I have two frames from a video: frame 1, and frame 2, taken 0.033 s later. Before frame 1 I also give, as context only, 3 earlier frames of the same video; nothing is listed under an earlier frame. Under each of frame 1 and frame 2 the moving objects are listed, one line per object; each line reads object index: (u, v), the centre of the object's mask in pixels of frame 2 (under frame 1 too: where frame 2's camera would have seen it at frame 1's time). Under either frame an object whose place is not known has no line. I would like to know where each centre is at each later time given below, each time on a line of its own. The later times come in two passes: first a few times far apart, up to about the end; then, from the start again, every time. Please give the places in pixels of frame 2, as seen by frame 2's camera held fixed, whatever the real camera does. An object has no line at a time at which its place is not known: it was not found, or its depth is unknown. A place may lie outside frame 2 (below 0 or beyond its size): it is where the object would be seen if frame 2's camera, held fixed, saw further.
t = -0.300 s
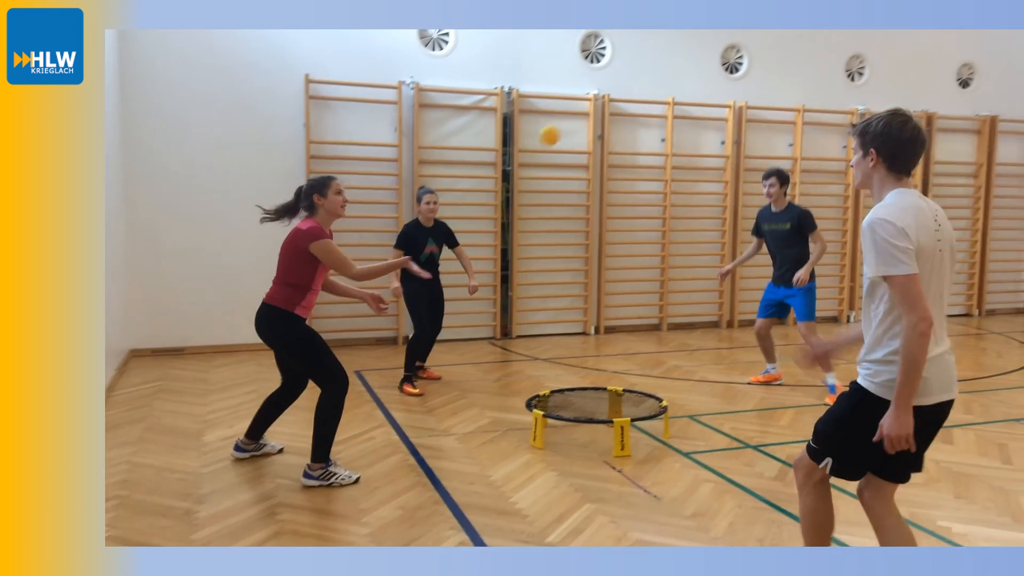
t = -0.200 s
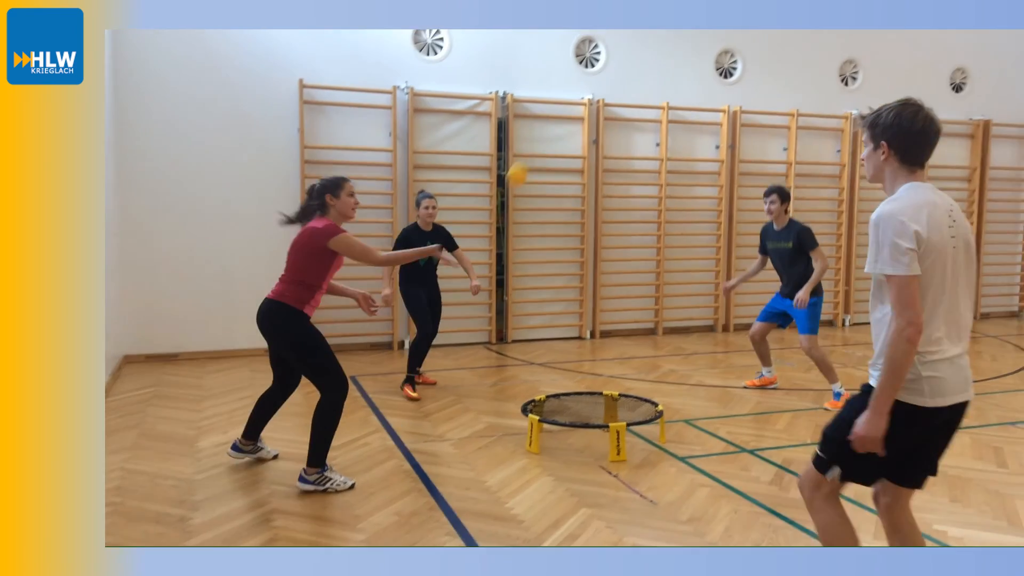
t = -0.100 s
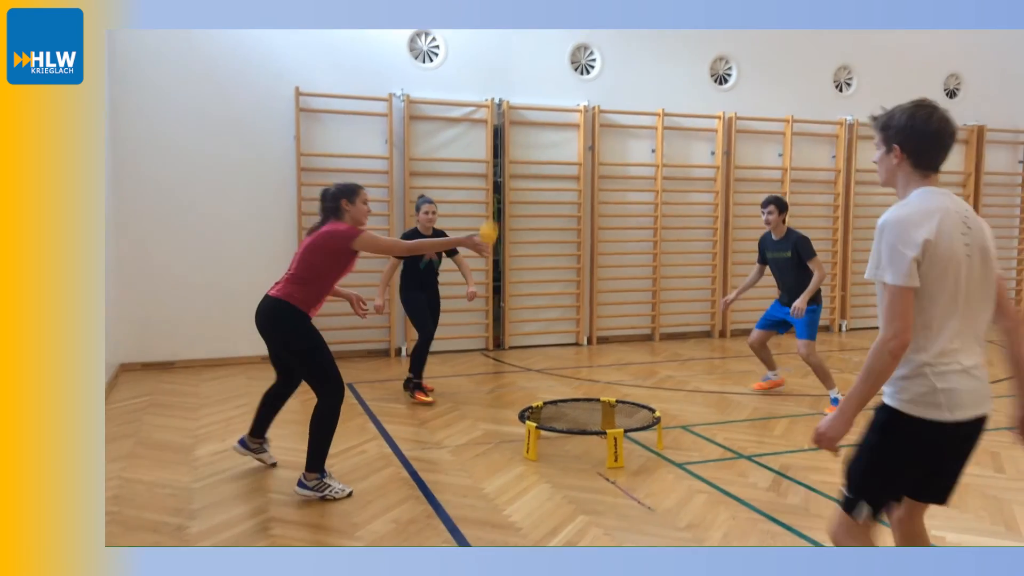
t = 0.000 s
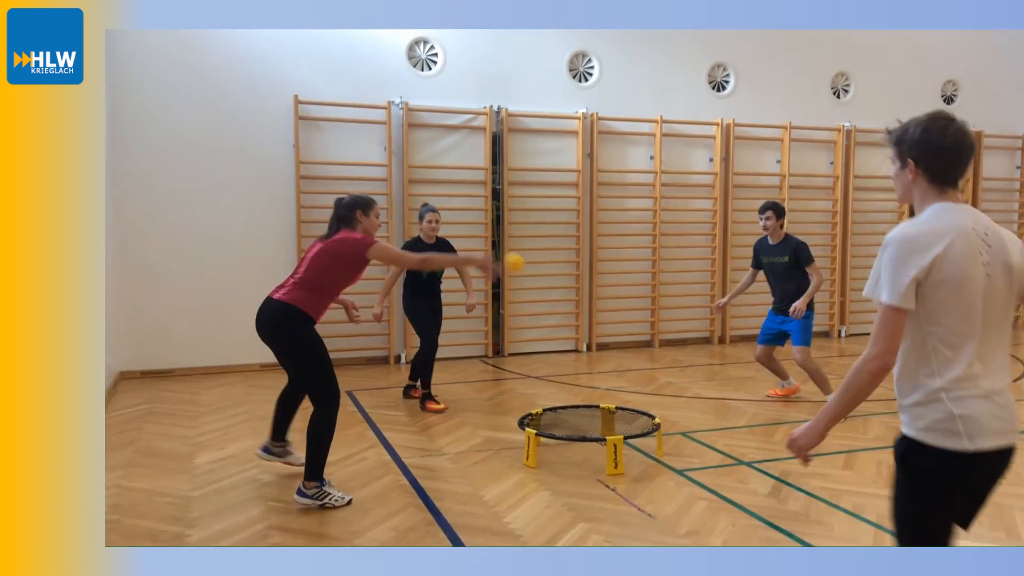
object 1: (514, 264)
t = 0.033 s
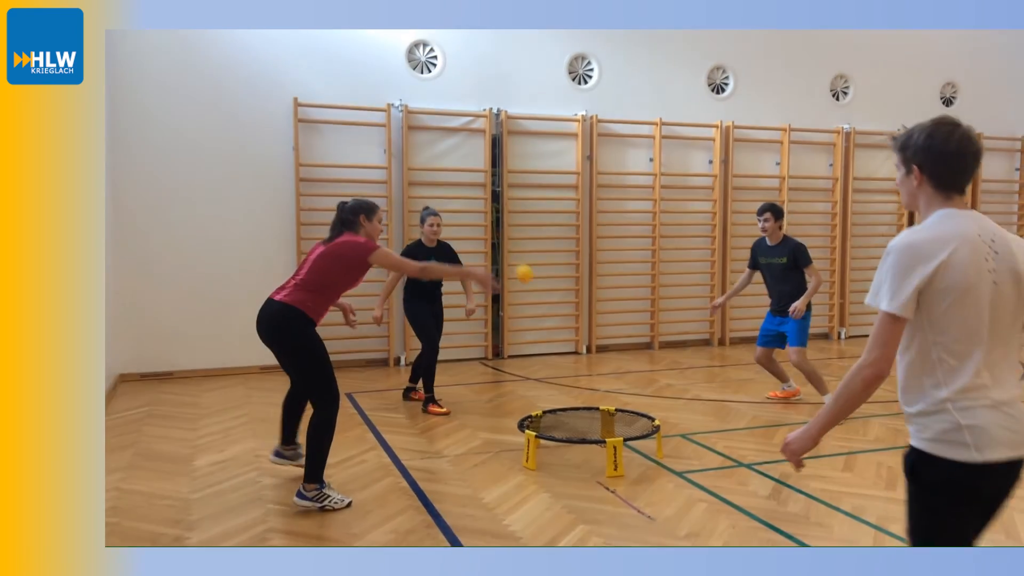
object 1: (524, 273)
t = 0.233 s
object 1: (577, 357)
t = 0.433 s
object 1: (610, 380)
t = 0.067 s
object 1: (534, 284)
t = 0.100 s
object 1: (543, 295)
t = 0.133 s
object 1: (552, 309)
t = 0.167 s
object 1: (561, 324)
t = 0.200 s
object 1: (569, 341)
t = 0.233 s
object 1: (577, 357)
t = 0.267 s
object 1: (584, 375)
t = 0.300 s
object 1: (593, 398)
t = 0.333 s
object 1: (602, 416)
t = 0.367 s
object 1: (604, 405)
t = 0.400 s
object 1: (607, 392)
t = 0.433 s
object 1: (610, 380)
